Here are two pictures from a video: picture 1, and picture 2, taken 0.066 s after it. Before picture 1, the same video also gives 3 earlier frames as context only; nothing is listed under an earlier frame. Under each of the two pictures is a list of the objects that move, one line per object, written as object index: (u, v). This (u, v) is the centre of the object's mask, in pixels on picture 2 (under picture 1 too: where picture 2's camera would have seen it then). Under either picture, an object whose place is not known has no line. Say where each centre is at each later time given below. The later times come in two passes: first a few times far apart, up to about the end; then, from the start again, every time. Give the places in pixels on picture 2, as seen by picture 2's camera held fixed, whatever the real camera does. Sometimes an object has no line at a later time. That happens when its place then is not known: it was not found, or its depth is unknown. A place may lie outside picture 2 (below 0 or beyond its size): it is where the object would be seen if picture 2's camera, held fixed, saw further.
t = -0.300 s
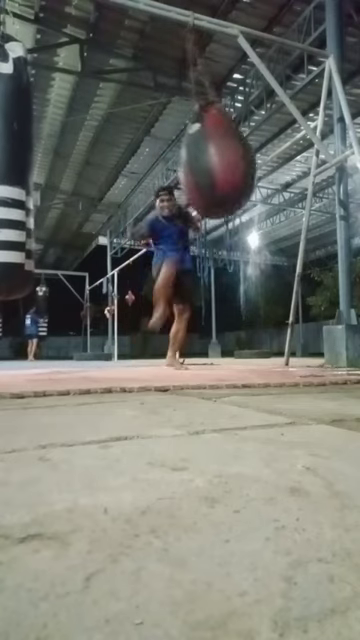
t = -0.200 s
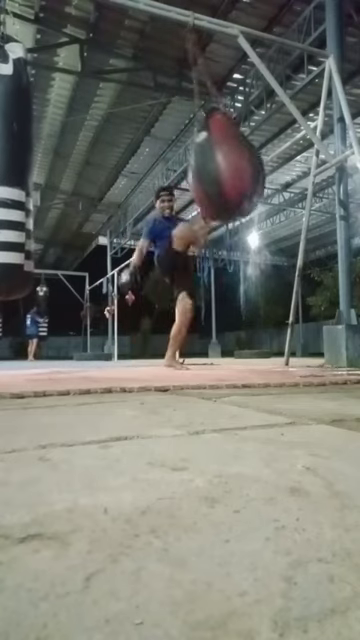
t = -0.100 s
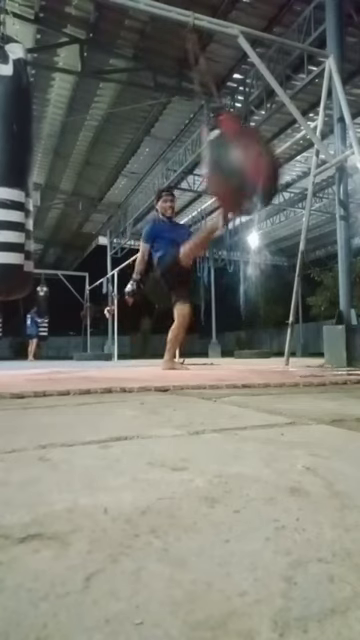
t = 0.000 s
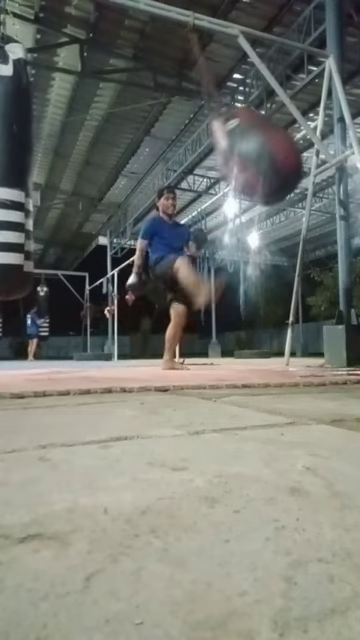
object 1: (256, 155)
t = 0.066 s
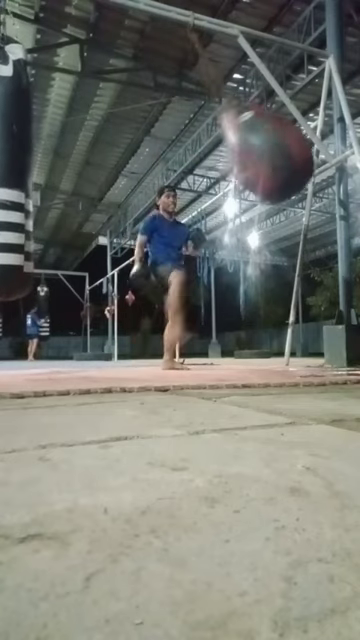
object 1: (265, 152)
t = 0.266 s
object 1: (278, 147)
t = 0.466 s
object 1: (265, 158)
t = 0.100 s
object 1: (270, 149)
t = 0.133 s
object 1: (273, 148)
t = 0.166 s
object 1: (275, 146)
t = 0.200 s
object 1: (277, 146)
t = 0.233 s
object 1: (278, 146)
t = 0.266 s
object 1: (278, 147)
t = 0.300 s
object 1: (278, 148)
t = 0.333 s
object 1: (276, 149)
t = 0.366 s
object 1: (275, 151)
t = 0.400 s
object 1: (272, 153)
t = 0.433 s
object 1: (269, 156)
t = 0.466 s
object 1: (265, 158)
